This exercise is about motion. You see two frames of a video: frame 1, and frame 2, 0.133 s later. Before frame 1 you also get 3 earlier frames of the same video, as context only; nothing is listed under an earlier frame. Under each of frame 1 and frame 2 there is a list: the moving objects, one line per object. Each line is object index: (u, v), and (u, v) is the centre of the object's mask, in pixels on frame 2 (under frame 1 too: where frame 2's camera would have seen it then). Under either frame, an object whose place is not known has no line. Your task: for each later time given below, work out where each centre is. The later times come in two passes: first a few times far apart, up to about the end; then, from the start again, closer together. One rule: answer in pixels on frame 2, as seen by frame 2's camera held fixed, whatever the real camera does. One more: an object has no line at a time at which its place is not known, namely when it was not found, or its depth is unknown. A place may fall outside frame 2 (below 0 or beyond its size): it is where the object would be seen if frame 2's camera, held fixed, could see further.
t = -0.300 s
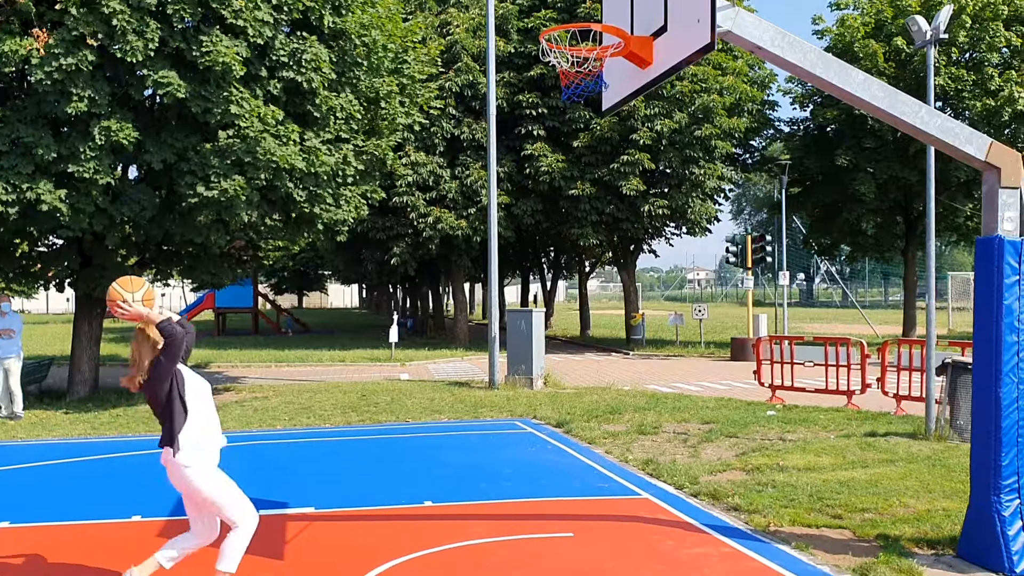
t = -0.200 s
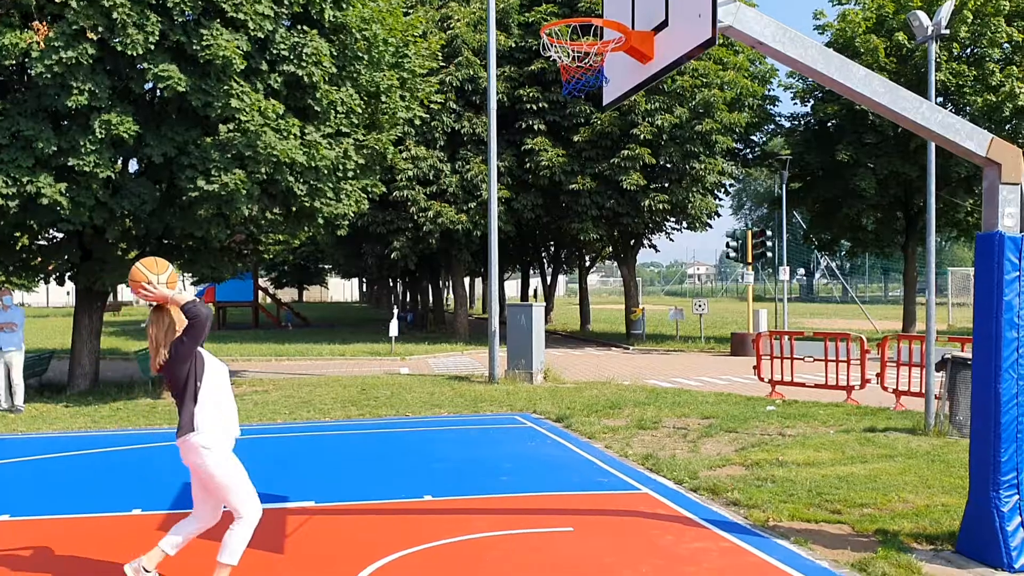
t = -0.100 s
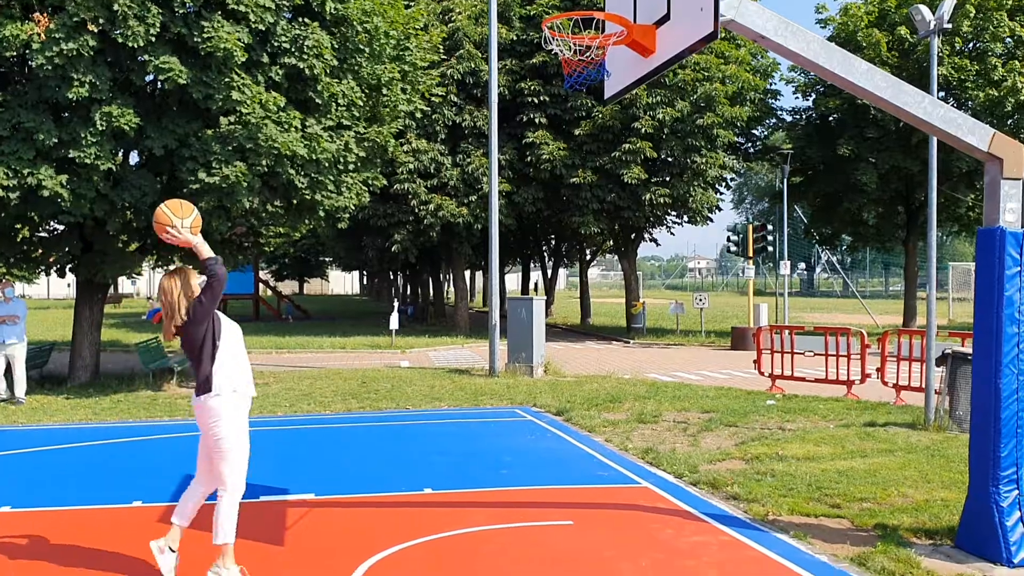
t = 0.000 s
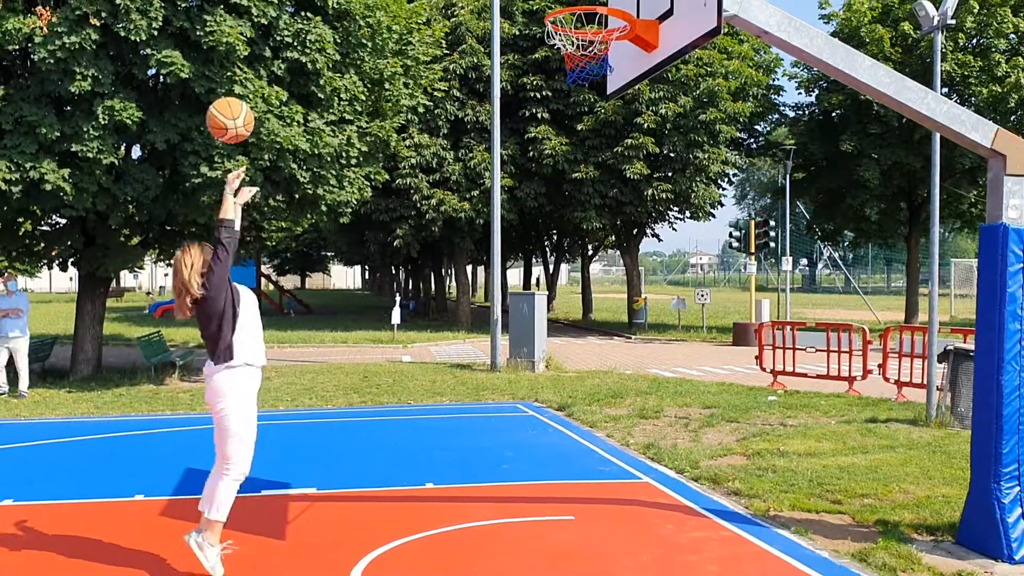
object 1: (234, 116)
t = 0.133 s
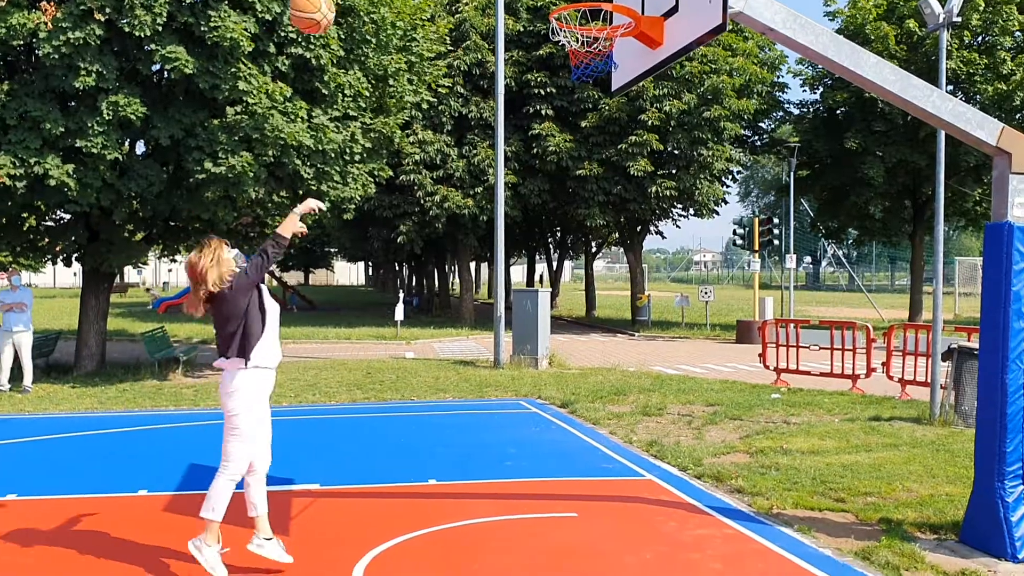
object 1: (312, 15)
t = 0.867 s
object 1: (592, 4)
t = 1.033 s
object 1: (574, 62)
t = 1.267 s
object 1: (588, 159)
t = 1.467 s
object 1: (598, 306)
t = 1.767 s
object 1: (620, 456)
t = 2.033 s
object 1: (660, 297)
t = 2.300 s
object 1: (698, 248)
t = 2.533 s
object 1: (726, 292)
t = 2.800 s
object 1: (754, 431)
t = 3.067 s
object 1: (810, 413)
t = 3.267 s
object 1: (860, 366)
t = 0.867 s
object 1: (592, 4)
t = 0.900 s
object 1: (579, 26)
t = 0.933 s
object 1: (572, 38)
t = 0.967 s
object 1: (570, 48)
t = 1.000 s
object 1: (572, 54)
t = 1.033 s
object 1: (574, 62)
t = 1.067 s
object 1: (575, 70)
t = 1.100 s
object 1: (578, 80)
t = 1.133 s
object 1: (580, 92)
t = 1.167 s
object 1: (582, 106)
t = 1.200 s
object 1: (584, 122)
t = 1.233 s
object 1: (586, 140)
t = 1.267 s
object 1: (588, 159)
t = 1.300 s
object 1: (589, 180)
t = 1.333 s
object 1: (591, 202)
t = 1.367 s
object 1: (593, 226)
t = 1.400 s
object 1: (595, 251)
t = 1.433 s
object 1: (597, 278)
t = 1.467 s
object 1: (598, 306)
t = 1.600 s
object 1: (605, 432)
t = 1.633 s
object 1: (607, 467)
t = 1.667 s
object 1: (607, 494)
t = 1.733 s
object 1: (615, 484)
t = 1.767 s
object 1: (620, 456)
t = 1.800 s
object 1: (625, 429)
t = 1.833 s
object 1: (630, 405)
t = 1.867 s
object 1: (635, 382)
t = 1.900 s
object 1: (640, 362)
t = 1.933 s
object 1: (644, 342)
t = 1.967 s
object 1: (650, 325)
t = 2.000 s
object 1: (654, 312)
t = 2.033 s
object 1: (660, 297)
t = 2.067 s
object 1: (665, 285)
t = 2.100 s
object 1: (669, 275)
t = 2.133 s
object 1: (673, 266)
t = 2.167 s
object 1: (679, 259)
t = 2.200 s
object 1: (684, 254)
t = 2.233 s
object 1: (688, 250)
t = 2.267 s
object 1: (693, 248)
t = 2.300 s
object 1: (698, 248)
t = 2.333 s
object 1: (702, 250)
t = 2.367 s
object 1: (707, 253)
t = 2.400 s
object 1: (711, 258)
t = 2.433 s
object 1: (715, 265)
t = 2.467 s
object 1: (719, 272)
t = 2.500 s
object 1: (723, 281)
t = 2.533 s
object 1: (726, 292)
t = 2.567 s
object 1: (729, 305)
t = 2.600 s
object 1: (733, 319)
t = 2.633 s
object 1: (736, 334)
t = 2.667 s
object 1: (740, 351)
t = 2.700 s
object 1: (744, 369)
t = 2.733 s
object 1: (747, 388)
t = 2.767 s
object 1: (750, 409)
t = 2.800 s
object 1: (754, 431)
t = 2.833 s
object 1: (757, 455)
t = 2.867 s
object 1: (761, 480)
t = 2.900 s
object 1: (764, 497)
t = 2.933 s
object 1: (774, 477)
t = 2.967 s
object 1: (783, 459)
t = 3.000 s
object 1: (791, 442)
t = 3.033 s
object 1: (800, 426)
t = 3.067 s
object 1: (810, 413)
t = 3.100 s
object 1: (819, 403)
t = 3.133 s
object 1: (827, 391)
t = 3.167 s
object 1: (836, 383)
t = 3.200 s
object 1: (845, 376)
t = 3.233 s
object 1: (854, 370)
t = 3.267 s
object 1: (860, 366)
